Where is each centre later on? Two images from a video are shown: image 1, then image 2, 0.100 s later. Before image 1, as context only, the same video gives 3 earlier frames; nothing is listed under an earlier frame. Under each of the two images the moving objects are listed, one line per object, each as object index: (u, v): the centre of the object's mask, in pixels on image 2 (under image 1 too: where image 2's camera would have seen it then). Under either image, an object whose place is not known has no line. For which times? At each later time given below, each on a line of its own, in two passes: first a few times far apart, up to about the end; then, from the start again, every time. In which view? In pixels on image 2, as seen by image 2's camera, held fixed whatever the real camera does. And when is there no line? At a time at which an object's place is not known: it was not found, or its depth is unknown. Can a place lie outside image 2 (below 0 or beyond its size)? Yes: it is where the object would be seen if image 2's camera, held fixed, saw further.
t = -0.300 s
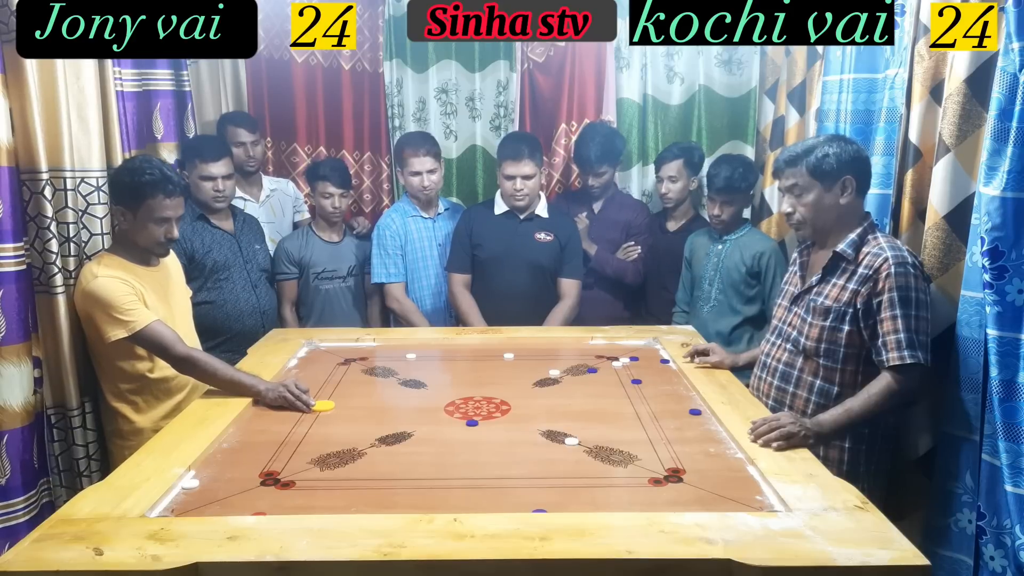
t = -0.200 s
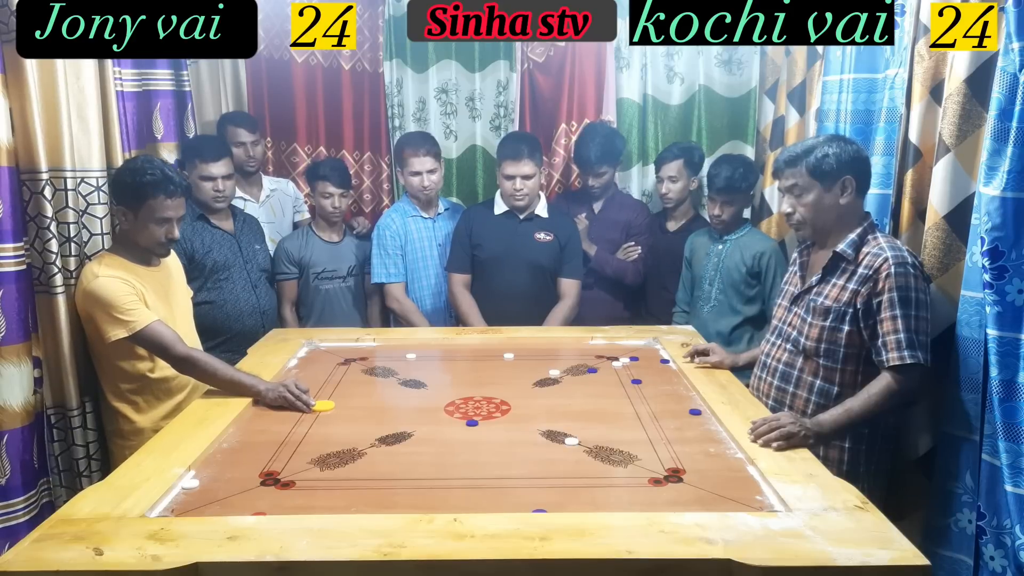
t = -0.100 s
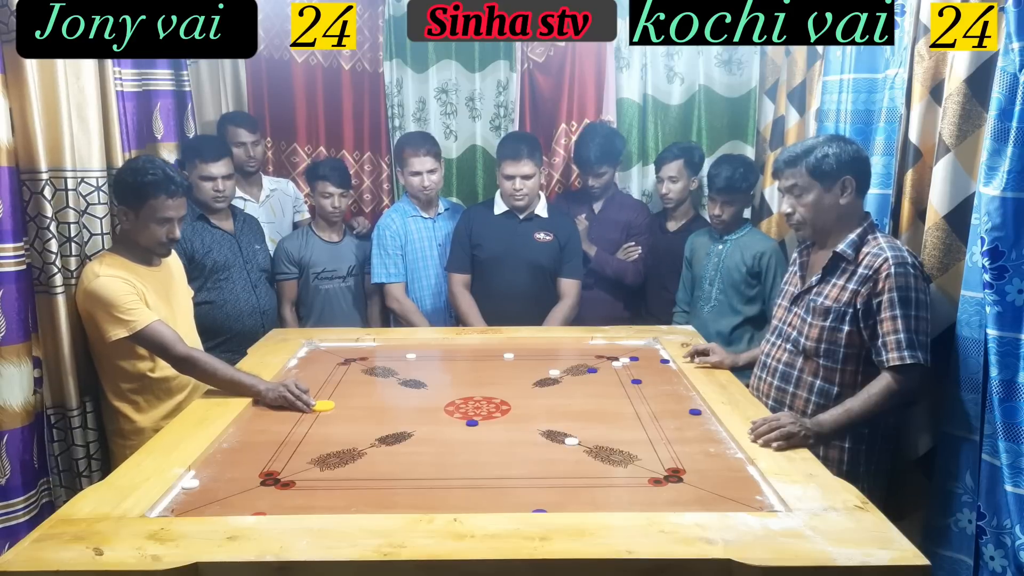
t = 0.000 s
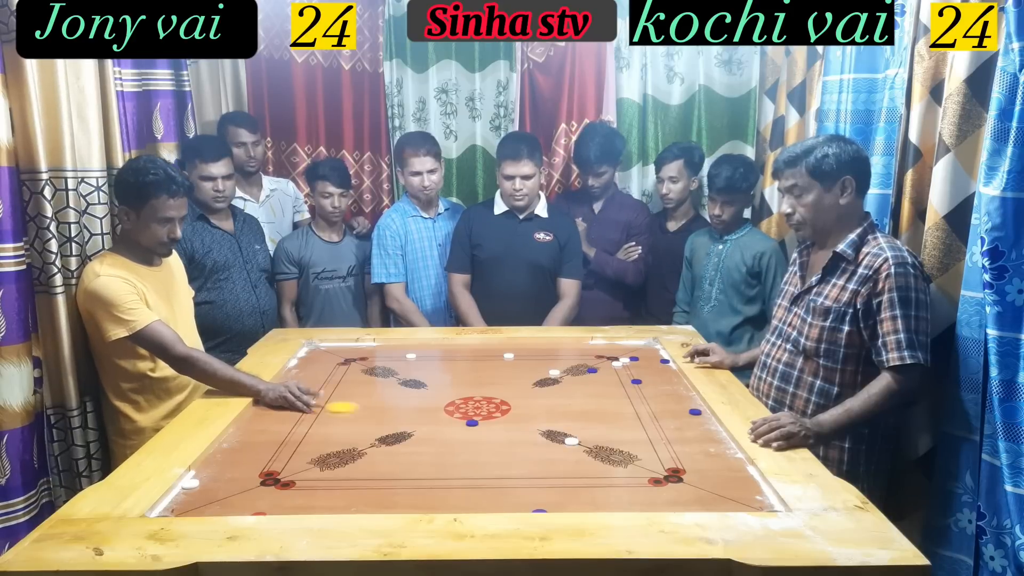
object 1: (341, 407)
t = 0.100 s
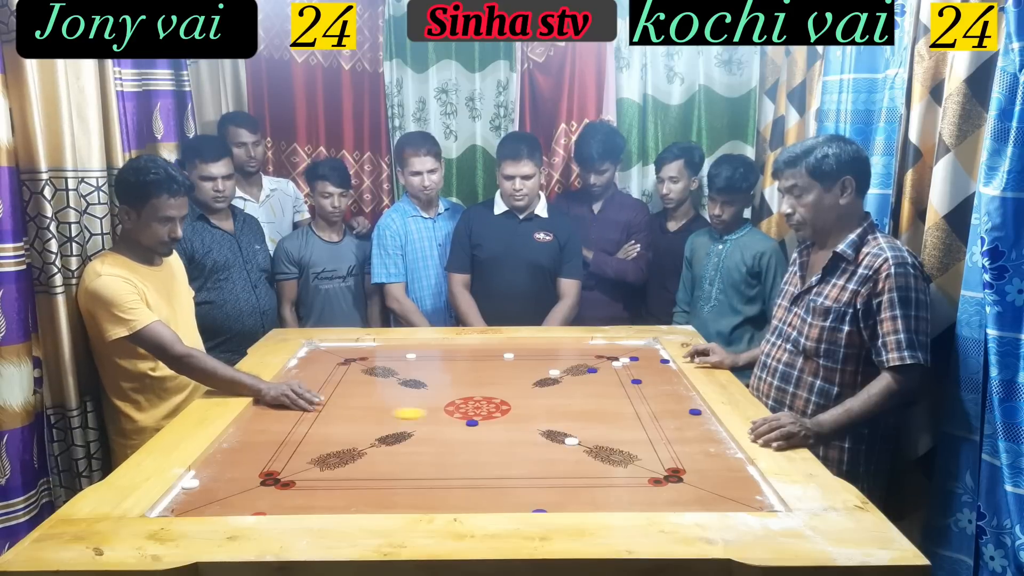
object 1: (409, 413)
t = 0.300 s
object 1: (522, 419)
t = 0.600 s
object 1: (647, 421)
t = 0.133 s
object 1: (431, 415)
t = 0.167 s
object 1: (454, 417)
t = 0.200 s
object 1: (473, 418)
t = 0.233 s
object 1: (489, 418)
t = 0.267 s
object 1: (506, 419)
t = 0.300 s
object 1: (522, 419)
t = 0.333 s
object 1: (537, 419)
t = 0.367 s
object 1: (552, 419)
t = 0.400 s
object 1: (568, 420)
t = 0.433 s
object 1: (582, 420)
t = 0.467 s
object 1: (595, 420)
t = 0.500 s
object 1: (609, 420)
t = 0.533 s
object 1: (621, 421)
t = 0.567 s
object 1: (634, 421)
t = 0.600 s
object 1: (647, 421)
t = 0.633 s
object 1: (658, 421)
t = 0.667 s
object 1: (670, 421)
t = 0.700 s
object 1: (680, 421)
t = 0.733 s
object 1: (690, 421)
